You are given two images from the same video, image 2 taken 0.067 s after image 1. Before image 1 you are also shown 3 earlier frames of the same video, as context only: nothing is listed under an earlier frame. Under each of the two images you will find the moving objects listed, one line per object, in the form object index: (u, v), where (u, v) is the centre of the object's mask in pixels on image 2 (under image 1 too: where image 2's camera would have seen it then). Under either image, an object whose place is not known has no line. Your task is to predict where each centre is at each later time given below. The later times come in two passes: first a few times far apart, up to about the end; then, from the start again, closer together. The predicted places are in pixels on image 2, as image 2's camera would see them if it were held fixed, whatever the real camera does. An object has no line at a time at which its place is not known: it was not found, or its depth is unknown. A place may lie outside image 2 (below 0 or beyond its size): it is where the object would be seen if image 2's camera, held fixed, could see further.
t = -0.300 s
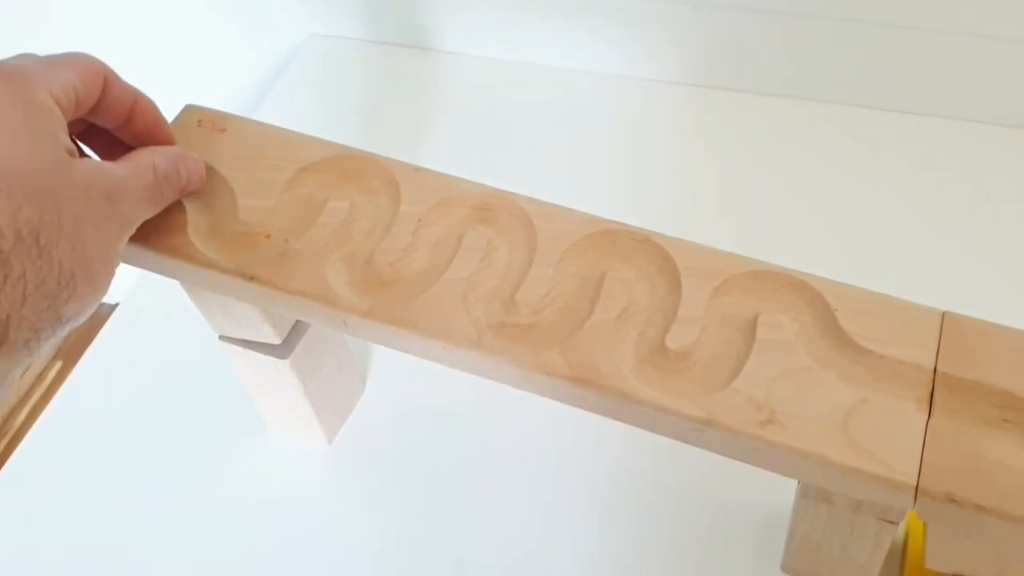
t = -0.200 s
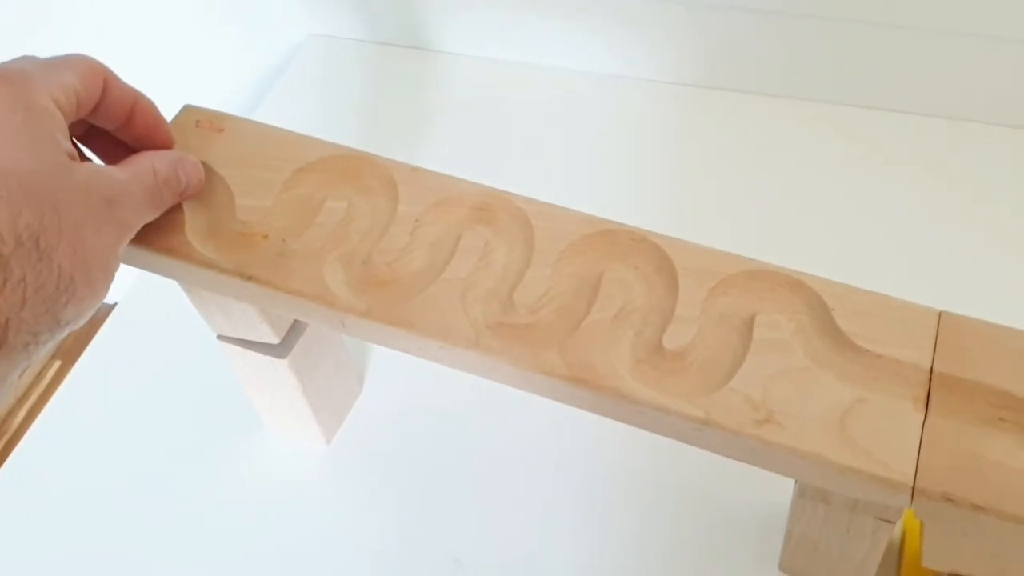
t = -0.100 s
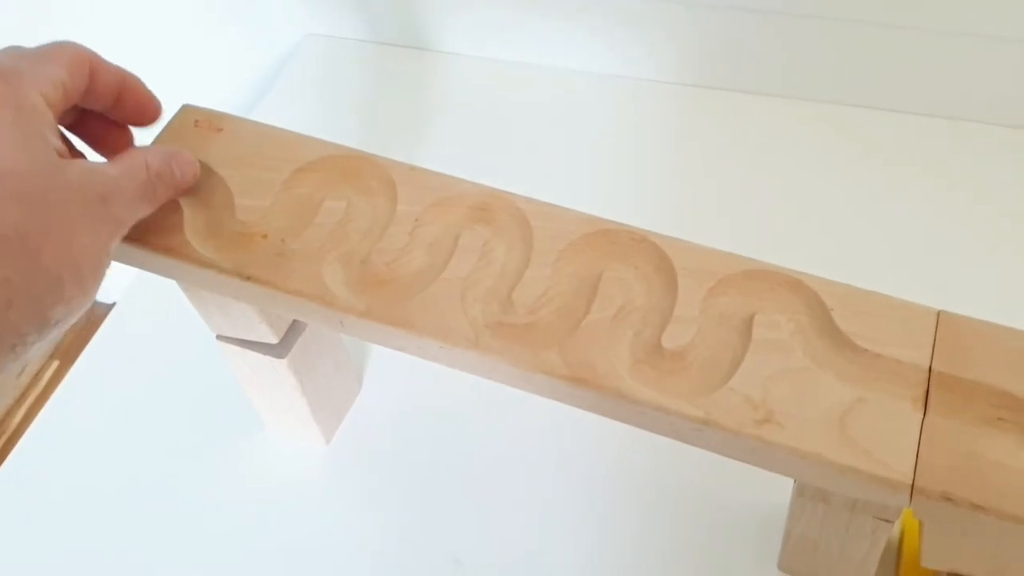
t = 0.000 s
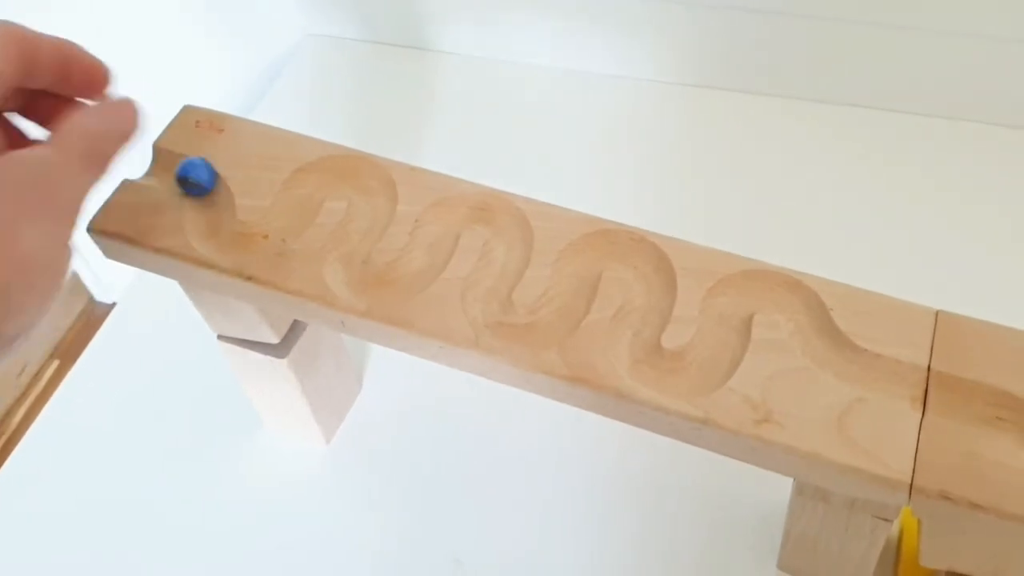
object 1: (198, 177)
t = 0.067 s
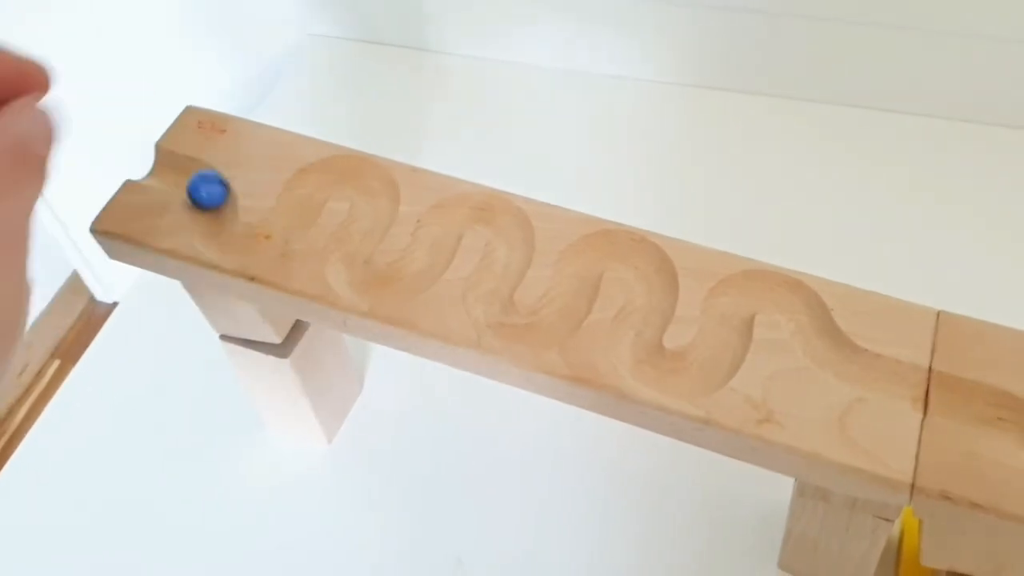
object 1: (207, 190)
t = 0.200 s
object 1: (216, 233)
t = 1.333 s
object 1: (495, 206)
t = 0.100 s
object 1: (211, 200)
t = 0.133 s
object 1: (217, 209)
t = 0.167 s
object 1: (218, 221)
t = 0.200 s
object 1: (216, 233)
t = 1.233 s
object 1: (448, 209)
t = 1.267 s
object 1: (462, 206)
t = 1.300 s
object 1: (479, 204)
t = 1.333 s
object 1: (495, 206)
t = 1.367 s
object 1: (509, 216)
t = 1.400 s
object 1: (516, 229)
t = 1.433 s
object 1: (515, 246)
